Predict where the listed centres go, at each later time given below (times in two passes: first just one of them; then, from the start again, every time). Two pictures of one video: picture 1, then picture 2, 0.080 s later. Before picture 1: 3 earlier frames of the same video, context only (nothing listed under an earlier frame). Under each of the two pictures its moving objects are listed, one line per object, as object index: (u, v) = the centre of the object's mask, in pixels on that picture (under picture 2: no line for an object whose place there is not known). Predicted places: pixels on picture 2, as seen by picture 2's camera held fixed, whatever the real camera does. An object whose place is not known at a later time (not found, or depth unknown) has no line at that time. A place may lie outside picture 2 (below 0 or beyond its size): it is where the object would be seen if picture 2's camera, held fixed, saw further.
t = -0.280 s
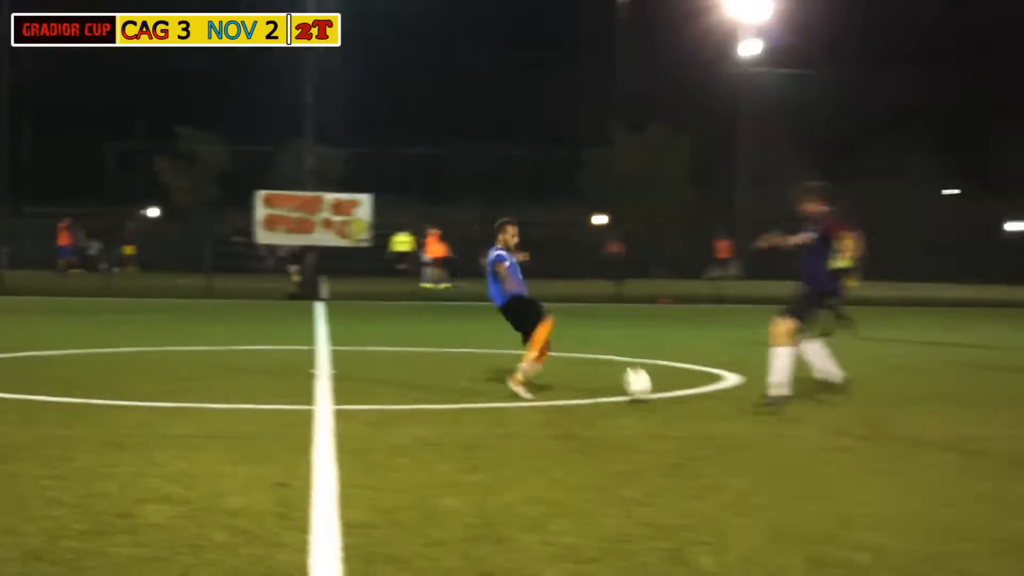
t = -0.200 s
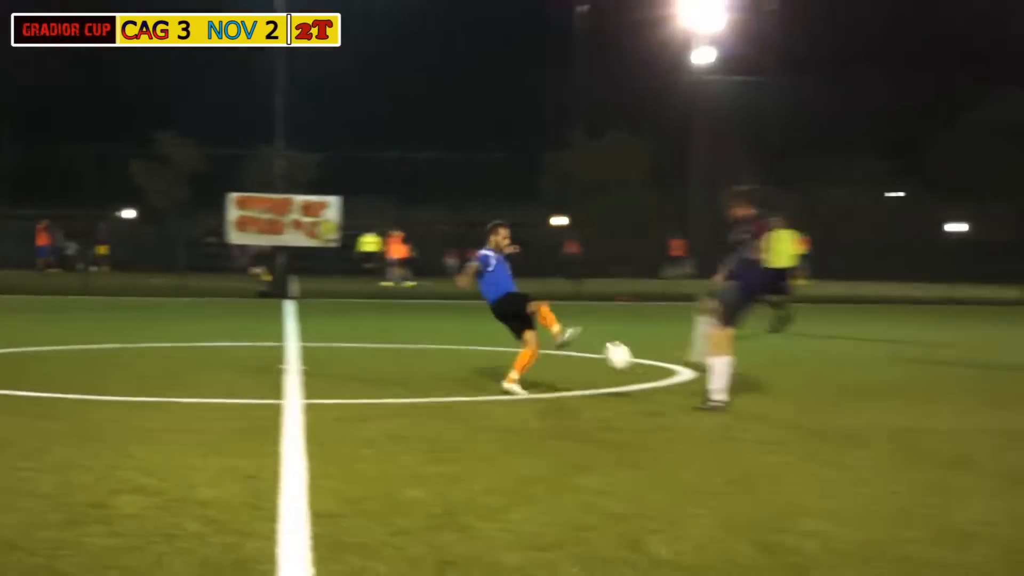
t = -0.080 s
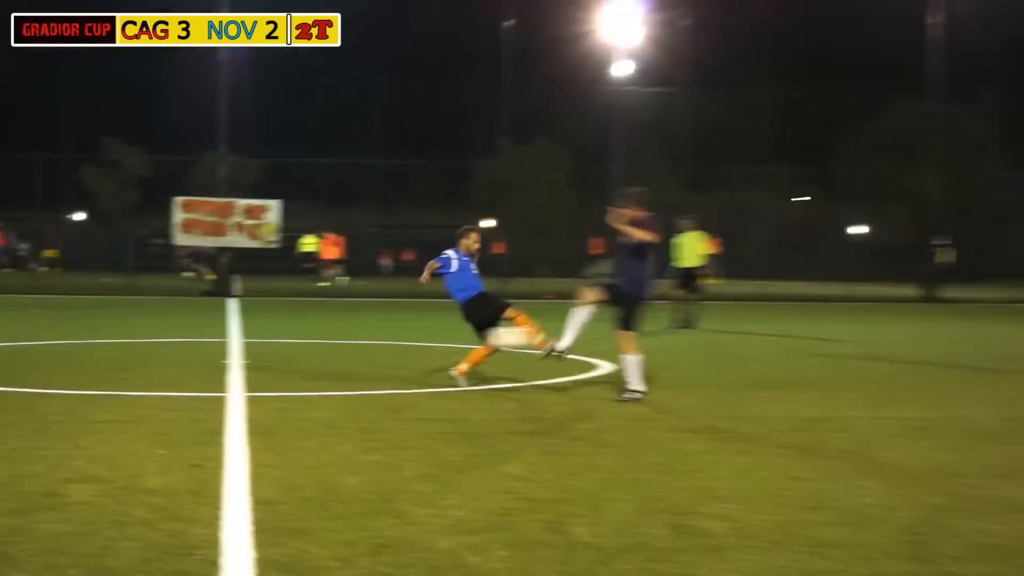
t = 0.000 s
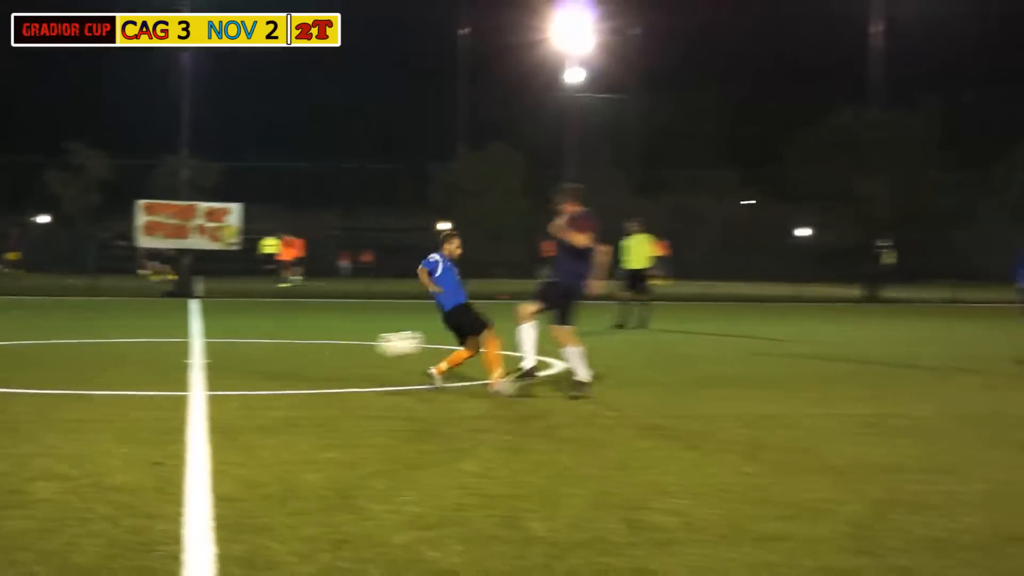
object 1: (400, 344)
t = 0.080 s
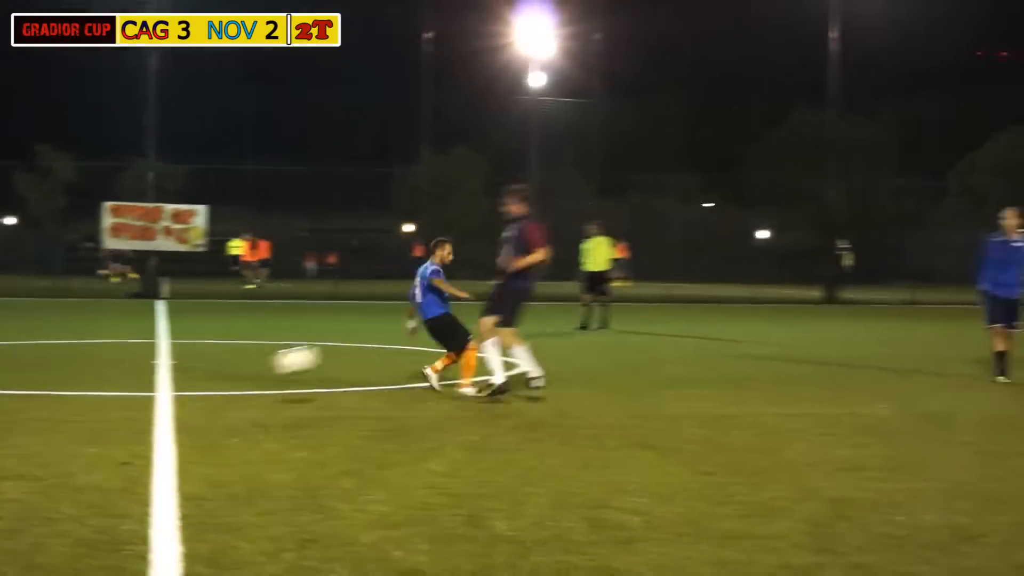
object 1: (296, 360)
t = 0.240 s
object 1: (136, 406)
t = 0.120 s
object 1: (257, 370)
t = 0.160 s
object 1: (220, 383)
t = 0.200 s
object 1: (186, 399)
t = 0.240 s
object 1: (136, 406)
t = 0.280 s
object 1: (110, 400)
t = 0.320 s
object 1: (77, 395)
